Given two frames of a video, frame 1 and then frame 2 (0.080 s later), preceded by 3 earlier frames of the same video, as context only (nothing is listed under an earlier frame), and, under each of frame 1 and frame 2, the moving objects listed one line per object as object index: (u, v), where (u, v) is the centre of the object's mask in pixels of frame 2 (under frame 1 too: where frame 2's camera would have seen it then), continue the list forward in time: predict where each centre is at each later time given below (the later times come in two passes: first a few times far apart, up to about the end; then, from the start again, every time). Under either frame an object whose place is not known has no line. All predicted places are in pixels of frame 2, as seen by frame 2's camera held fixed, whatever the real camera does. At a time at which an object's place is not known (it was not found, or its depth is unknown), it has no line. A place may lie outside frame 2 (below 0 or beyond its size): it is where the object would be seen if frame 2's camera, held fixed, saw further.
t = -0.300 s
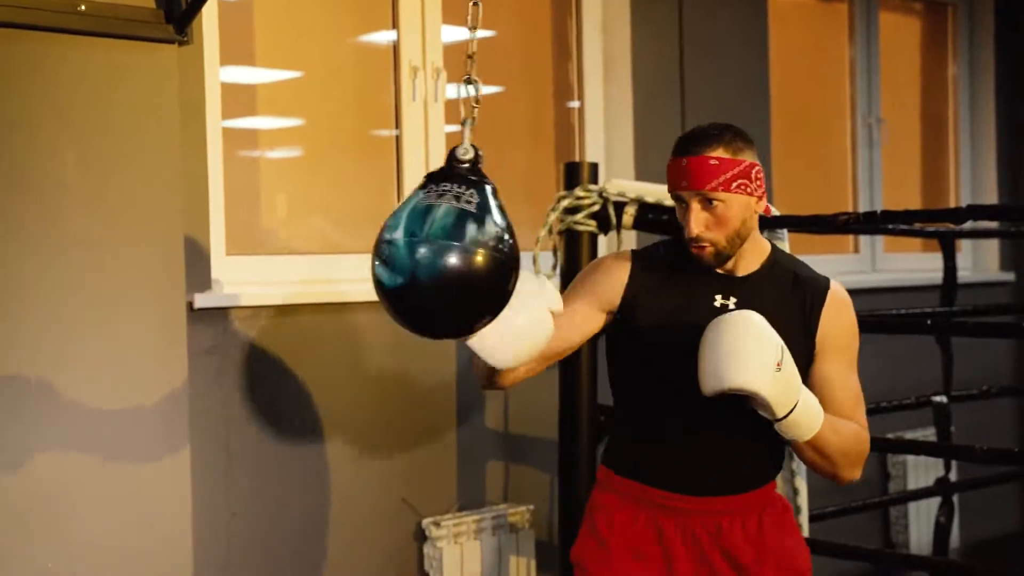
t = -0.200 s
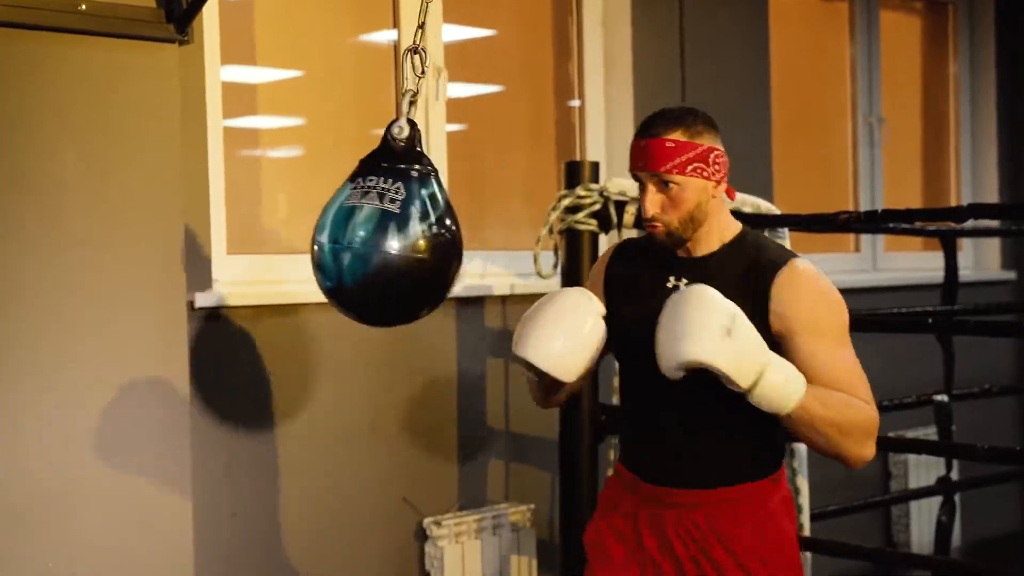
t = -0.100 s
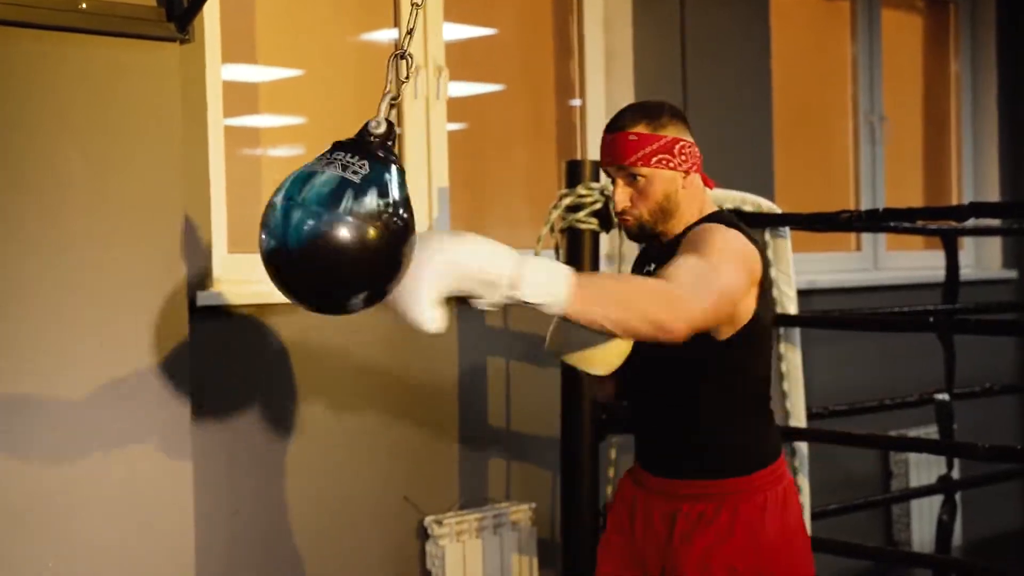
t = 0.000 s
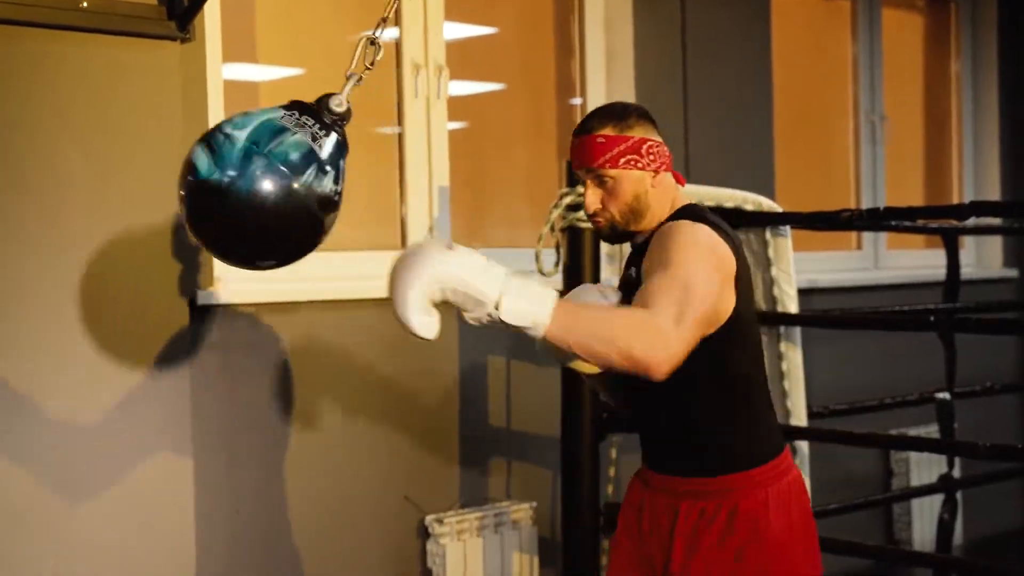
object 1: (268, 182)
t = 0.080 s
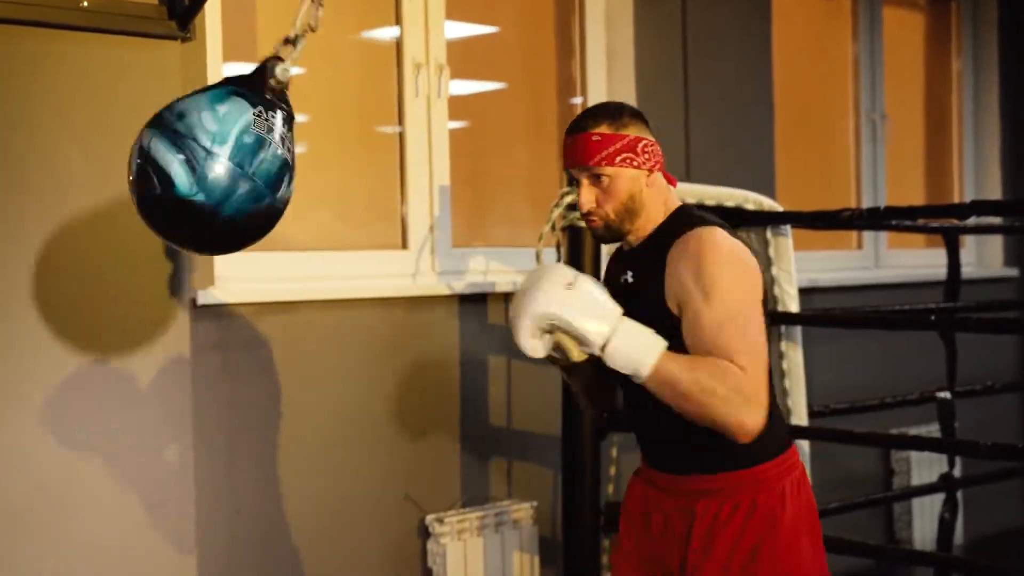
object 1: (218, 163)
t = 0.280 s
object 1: (191, 150)
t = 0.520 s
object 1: (325, 224)
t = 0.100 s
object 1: (210, 156)
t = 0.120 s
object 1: (204, 150)
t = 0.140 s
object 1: (199, 144)
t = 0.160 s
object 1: (195, 142)
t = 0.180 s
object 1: (191, 141)
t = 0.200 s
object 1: (188, 142)
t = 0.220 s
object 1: (185, 145)
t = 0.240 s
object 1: (185, 147)
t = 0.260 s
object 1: (187, 149)
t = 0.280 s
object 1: (191, 150)
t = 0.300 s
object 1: (197, 152)
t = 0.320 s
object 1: (204, 156)
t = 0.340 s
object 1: (211, 161)
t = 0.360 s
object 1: (219, 167)
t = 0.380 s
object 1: (228, 175)
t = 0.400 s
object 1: (238, 184)
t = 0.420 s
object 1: (249, 191)
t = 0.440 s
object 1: (262, 197)
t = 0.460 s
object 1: (277, 202)
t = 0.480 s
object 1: (292, 209)
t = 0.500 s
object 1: (308, 216)
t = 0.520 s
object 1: (325, 224)
